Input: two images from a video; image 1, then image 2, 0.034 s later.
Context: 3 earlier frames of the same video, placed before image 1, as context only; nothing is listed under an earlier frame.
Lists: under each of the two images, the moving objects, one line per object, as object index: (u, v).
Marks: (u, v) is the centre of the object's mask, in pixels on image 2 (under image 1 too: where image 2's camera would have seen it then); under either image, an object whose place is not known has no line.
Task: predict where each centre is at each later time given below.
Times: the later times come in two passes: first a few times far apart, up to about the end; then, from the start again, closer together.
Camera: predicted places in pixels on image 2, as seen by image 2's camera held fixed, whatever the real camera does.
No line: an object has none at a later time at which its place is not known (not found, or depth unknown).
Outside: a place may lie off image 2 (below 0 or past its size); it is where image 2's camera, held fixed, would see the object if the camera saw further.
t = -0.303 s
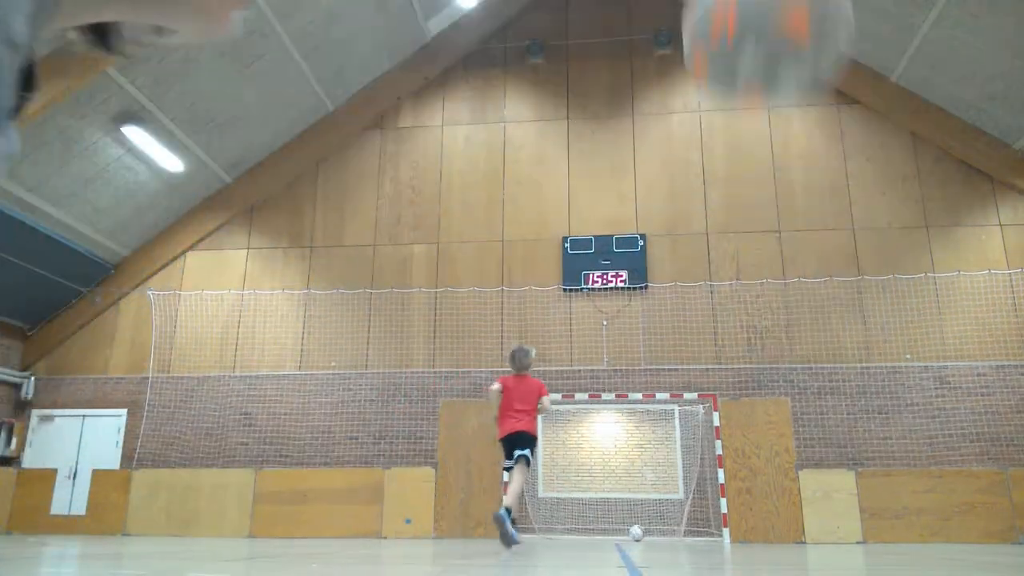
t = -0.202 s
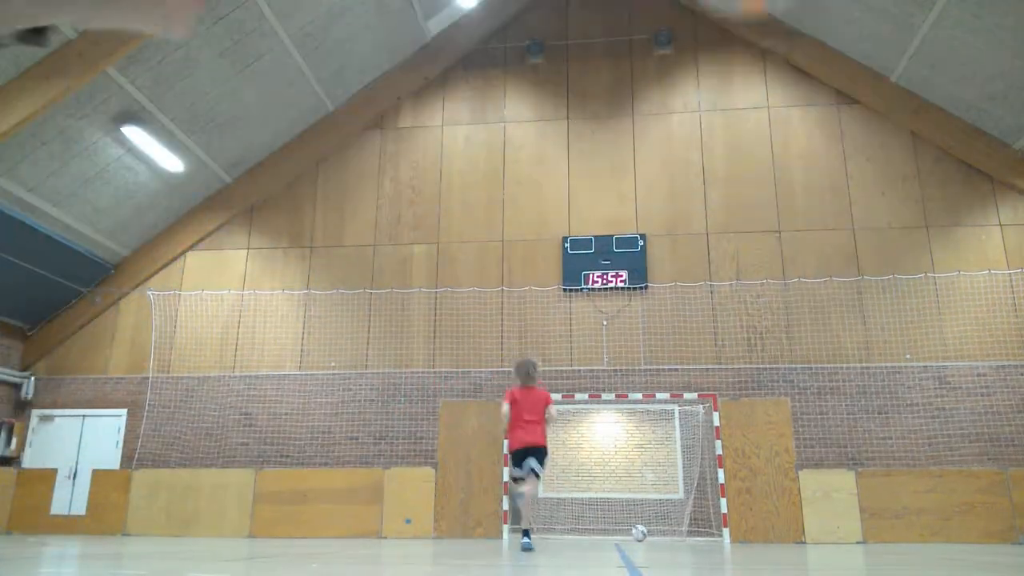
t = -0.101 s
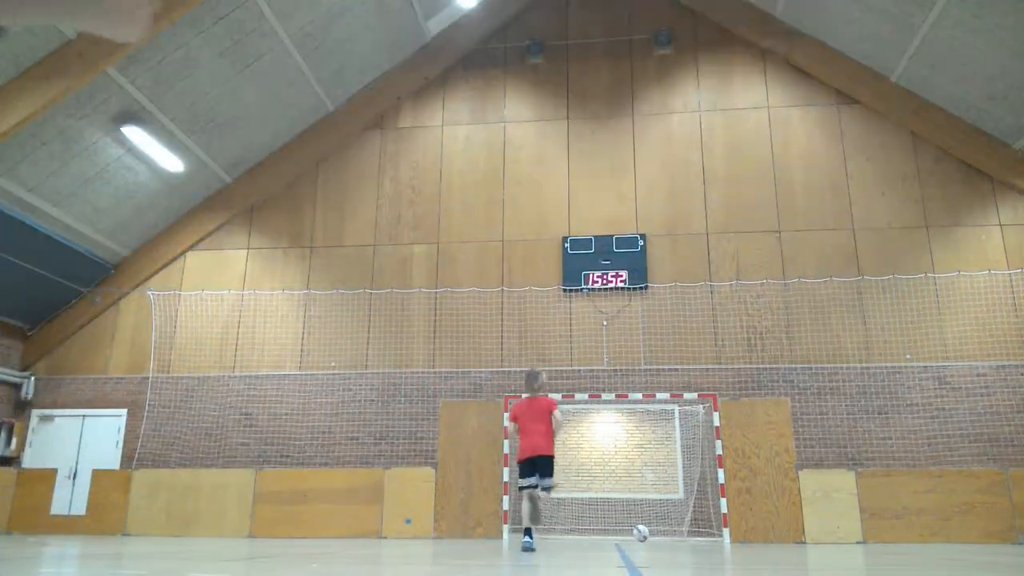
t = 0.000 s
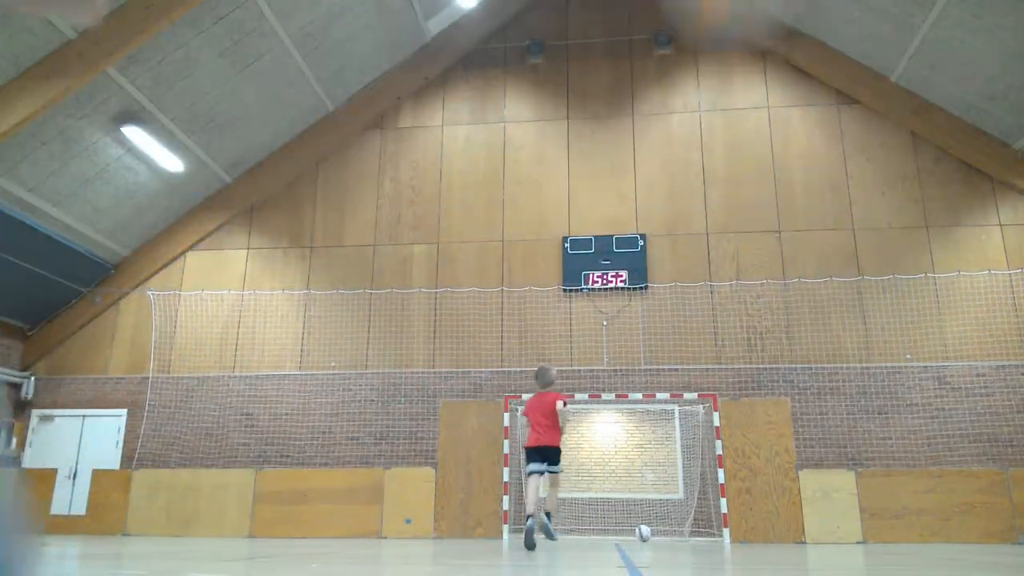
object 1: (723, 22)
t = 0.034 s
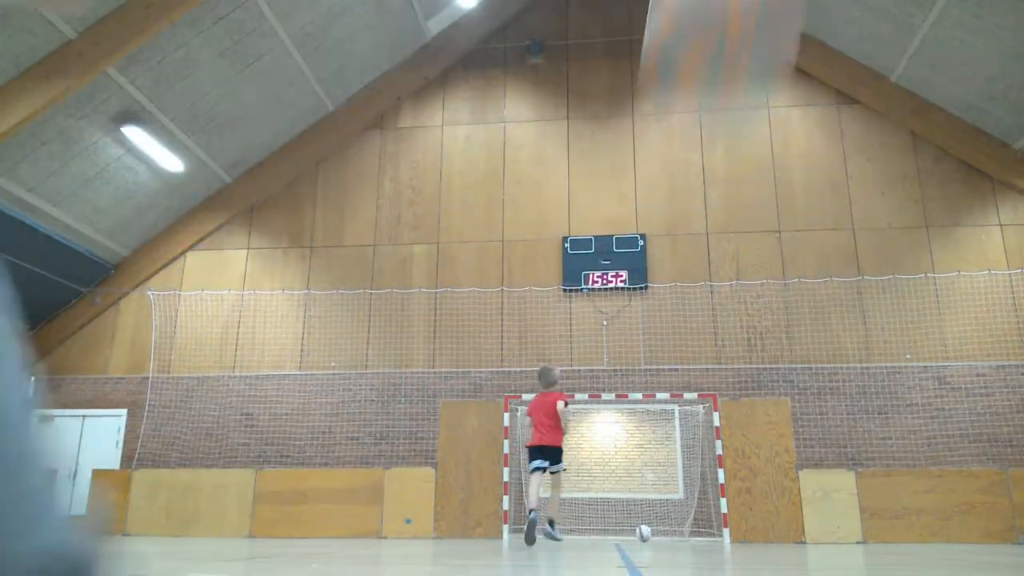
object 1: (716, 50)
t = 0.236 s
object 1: (638, 478)
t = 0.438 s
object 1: (588, 206)
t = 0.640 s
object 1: (558, 163)
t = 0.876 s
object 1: (528, 320)
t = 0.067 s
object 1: (705, 111)
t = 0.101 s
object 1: (692, 244)
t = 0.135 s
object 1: (676, 370)
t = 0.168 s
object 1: (659, 506)
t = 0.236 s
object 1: (638, 478)
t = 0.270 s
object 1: (624, 406)
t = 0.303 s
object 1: (616, 348)
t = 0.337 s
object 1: (609, 307)
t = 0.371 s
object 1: (601, 265)
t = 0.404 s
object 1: (595, 231)
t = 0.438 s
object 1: (588, 206)
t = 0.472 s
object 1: (582, 185)
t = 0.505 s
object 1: (576, 171)
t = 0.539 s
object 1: (571, 163)
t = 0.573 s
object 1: (566, 159)
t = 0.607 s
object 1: (562, 159)
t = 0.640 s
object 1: (558, 163)
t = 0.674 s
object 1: (553, 172)
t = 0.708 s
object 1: (549, 186)
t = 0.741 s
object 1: (545, 202)
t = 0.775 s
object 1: (541, 227)
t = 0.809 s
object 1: (537, 253)
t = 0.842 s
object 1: (533, 286)
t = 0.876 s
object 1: (528, 320)
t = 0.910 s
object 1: (522, 364)
